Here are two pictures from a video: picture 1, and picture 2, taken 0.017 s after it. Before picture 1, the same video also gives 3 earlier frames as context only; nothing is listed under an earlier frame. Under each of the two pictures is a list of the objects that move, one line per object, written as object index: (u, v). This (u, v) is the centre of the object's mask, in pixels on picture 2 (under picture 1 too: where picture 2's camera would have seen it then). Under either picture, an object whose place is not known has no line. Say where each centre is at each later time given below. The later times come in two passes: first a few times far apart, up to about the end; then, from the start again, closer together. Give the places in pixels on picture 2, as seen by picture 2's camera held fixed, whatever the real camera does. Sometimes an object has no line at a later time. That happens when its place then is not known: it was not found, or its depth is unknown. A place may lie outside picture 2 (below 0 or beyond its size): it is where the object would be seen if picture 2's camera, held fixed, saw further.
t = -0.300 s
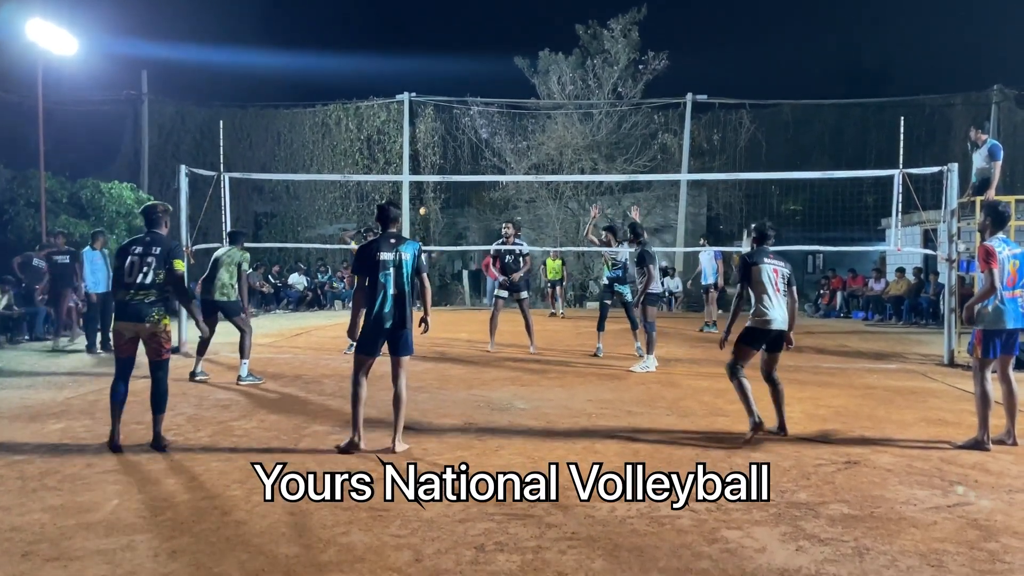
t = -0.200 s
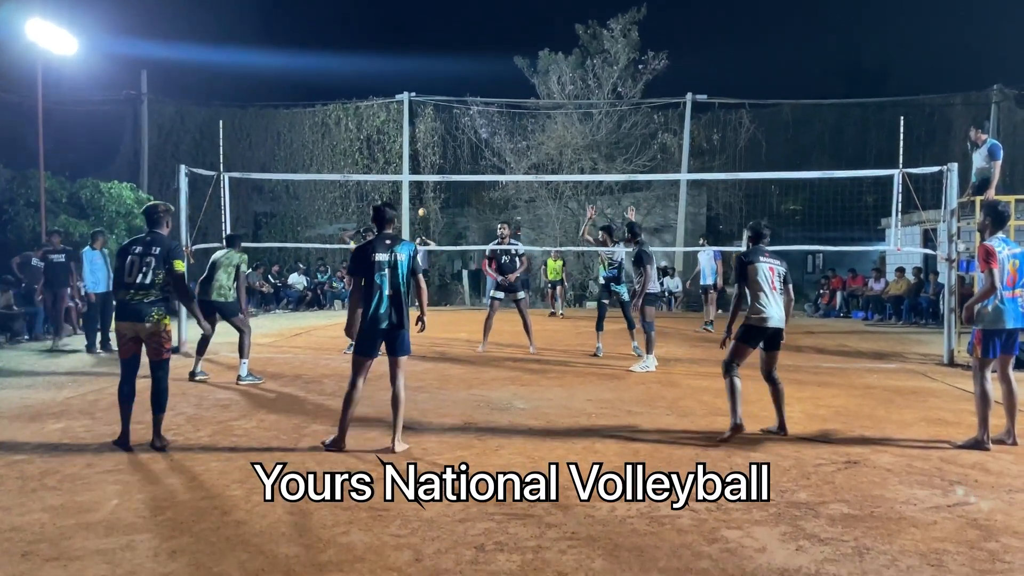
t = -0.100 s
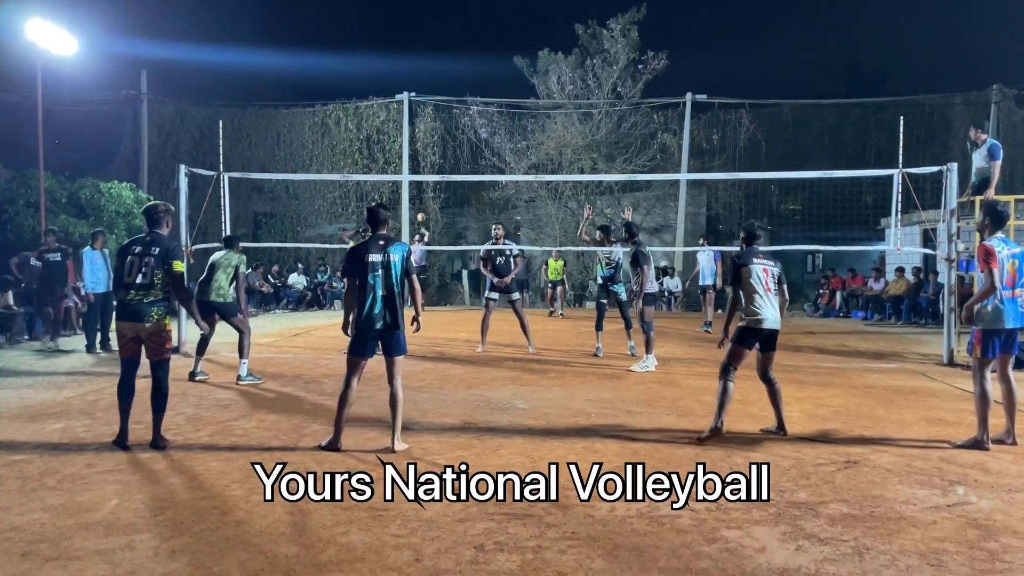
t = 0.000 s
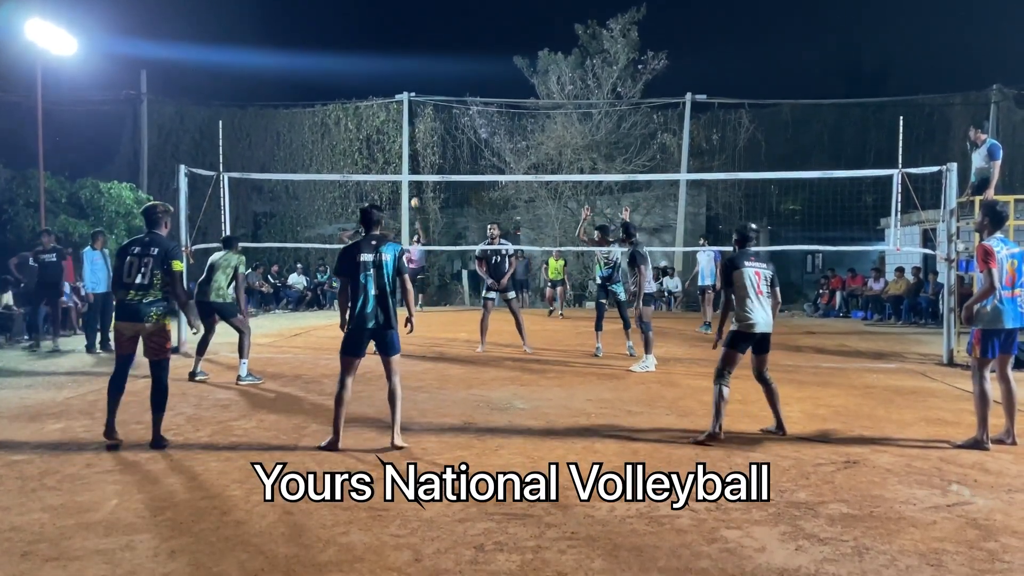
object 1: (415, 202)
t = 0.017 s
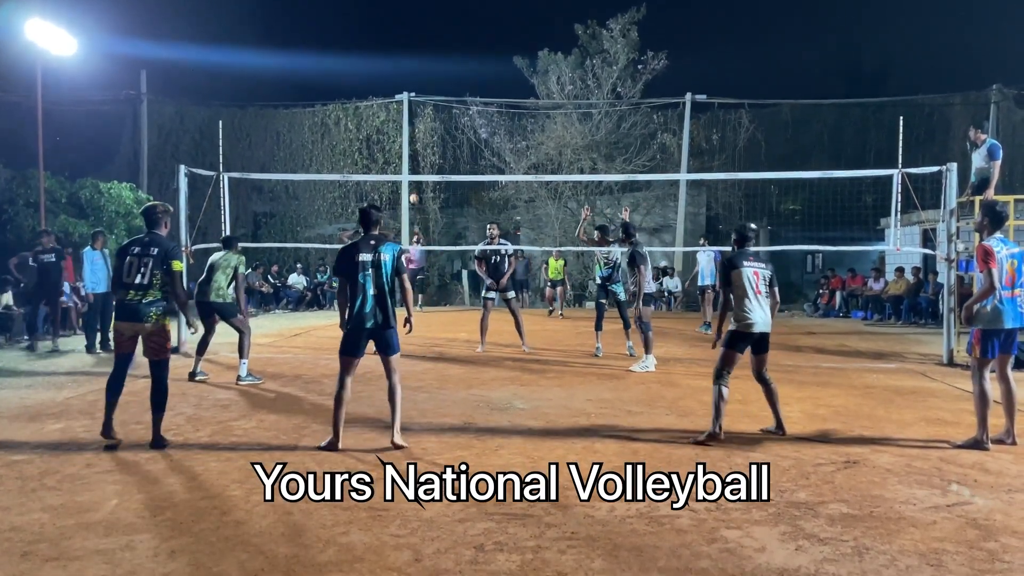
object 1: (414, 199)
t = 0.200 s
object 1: (396, 155)
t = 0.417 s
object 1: (369, 106)
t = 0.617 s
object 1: (335, 73)
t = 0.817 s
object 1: (289, 53)
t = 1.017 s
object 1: (226, 60)
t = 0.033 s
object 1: (413, 194)
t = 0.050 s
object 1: (411, 190)
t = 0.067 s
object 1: (411, 187)
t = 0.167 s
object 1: (399, 162)
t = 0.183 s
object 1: (397, 158)
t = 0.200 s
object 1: (396, 155)
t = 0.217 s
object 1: (394, 150)
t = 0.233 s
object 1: (392, 146)
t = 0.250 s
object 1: (391, 142)
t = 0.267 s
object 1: (388, 139)
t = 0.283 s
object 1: (387, 134)
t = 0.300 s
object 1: (385, 131)
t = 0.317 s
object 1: (382, 127)
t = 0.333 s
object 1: (380, 124)
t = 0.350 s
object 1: (378, 120)
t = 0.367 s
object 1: (377, 116)
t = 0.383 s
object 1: (374, 112)
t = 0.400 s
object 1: (371, 109)
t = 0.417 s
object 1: (369, 106)
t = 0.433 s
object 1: (367, 103)
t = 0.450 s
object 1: (365, 100)
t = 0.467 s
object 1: (363, 97)
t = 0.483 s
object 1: (360, 94)
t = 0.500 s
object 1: (357, 91)
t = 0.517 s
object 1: (354, 89)
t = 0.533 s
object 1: (351, 85)
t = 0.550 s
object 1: (348, 82)
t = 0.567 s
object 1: (345, 80)
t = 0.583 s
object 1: (342, 78)
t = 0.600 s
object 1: (339, 75)
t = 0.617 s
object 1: (335, 73)
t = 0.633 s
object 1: (332, 70)
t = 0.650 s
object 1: (329, 68)
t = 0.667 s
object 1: (325, 66)
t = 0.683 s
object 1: (321, 64)
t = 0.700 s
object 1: (317, 62)
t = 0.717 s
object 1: (313, 60)
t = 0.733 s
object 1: (309, 59)
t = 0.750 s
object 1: (306, 57)
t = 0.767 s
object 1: (301, 55)
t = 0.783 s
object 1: (297, 54)
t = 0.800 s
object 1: (293, 53)
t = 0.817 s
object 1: (289, 53)
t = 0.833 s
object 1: (285, 52)
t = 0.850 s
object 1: (280, 51)
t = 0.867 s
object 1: (276, 51)
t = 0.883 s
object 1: (270, 51)
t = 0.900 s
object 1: (266, 51)
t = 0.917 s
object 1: (260, 51)
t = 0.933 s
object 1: (255, 52)
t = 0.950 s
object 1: (250, 53)
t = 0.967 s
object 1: (244, 54)
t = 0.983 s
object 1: (238, 56)
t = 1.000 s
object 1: (232, 58)
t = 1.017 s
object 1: (226, 60)
